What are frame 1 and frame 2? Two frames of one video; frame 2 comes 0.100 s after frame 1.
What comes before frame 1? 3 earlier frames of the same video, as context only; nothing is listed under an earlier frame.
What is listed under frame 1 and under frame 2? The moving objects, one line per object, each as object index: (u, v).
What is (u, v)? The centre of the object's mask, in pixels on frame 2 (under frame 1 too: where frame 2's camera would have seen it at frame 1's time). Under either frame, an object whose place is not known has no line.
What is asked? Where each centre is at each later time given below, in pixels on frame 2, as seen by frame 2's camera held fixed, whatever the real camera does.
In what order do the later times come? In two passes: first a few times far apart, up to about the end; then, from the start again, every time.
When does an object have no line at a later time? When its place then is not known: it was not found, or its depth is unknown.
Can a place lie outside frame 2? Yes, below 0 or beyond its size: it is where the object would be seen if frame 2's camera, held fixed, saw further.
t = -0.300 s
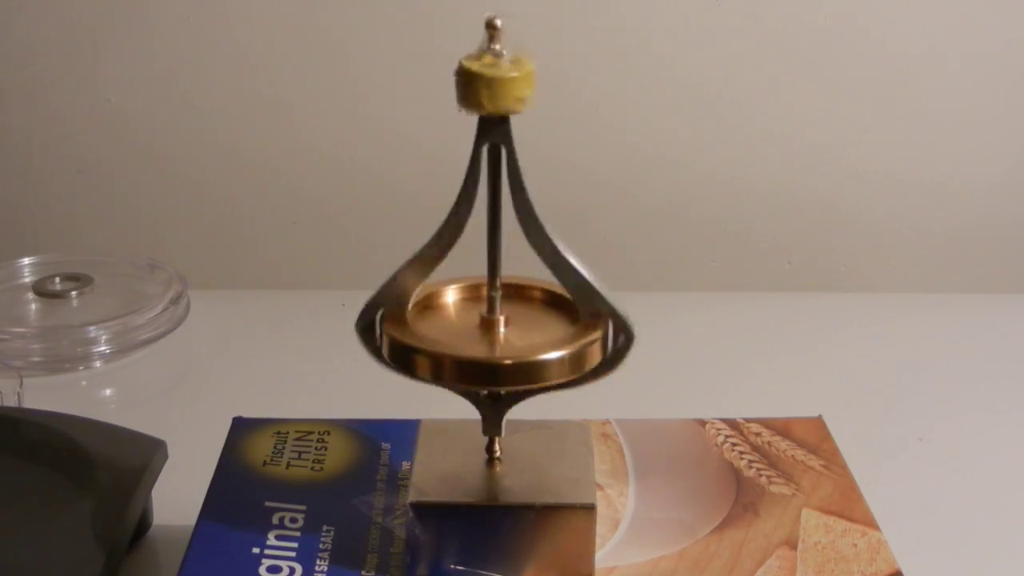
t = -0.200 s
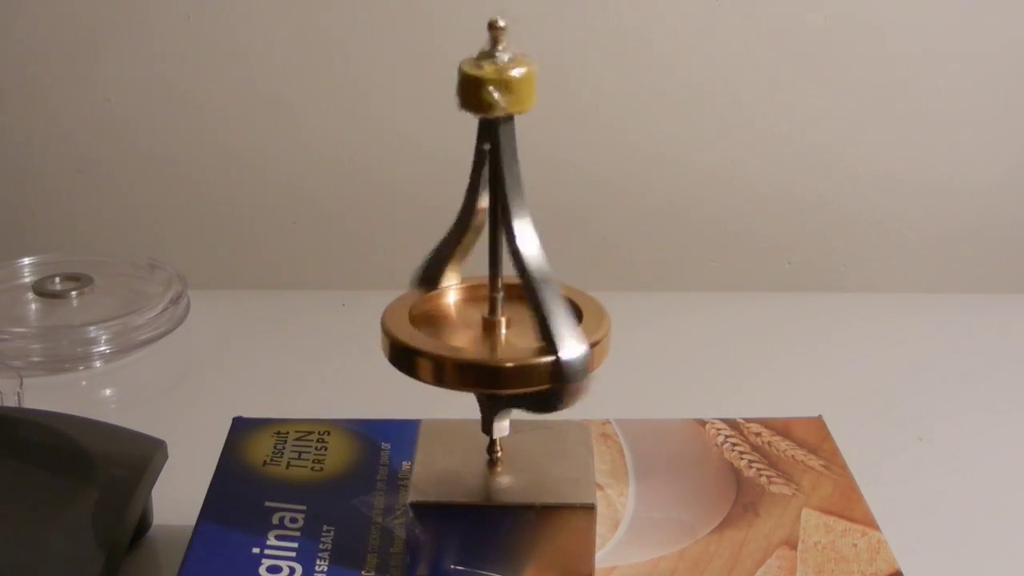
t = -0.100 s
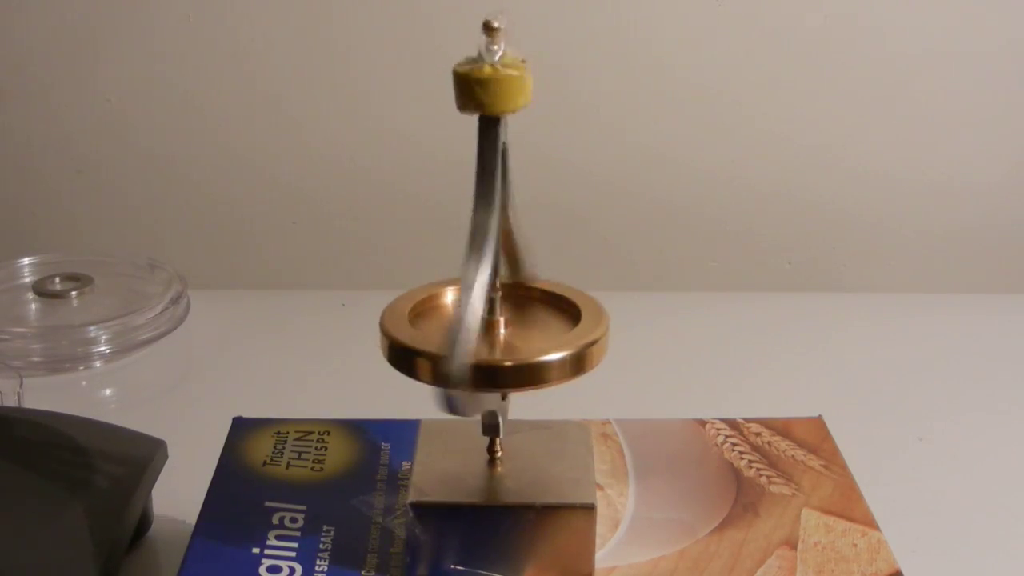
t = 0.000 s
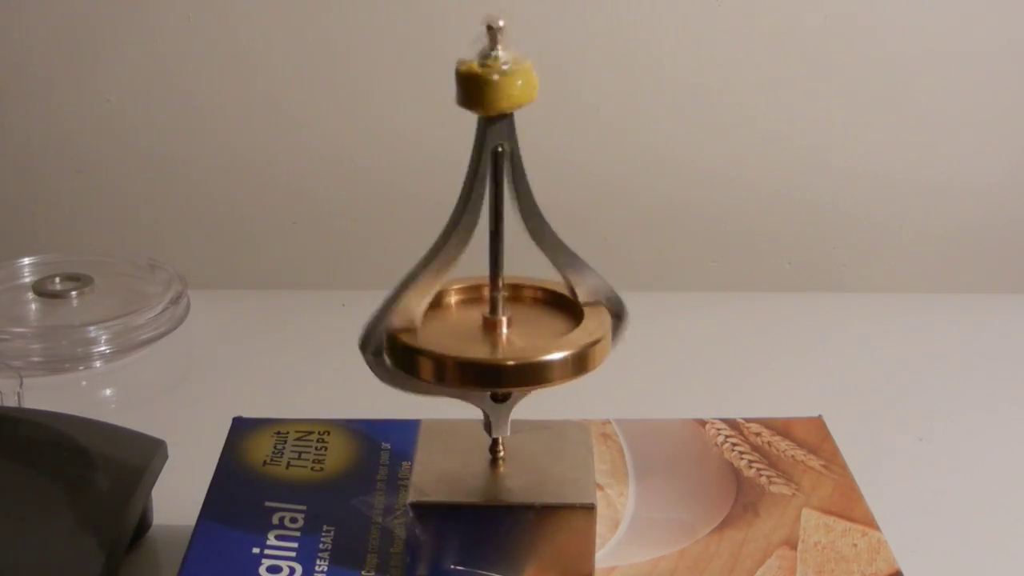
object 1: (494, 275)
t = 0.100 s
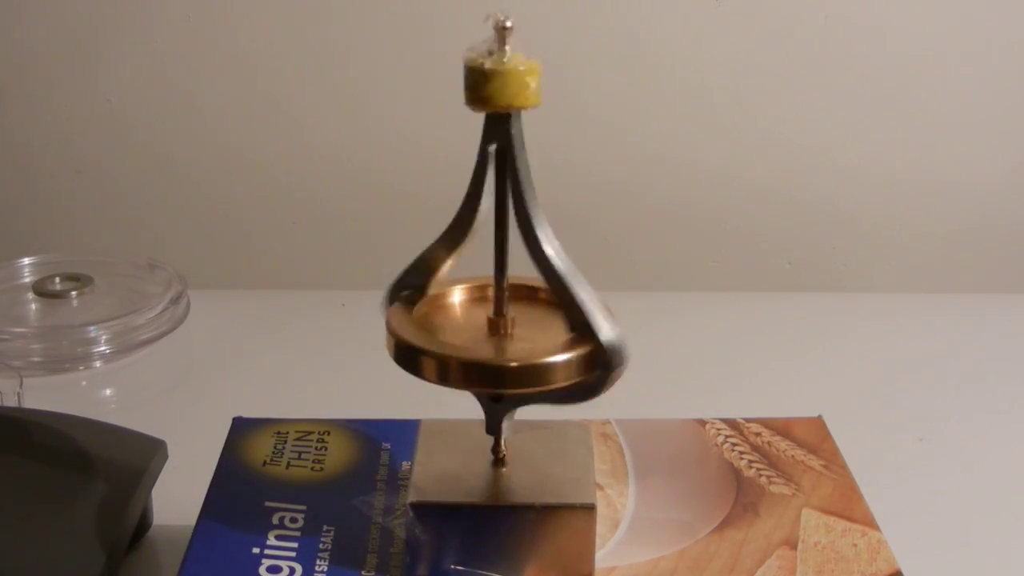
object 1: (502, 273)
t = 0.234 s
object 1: (499, 280)
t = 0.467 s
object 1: (504, 276)
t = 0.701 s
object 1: (505, 274)
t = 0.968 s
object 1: (503, 272)
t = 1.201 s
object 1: (500, 274)
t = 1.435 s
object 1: (496, 269)
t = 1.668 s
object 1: (490, 271)
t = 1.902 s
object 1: (488, 277)
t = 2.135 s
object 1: (491, 274)
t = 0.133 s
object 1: (501, 275)
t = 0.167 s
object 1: (500, 278)
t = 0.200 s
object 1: (500, 281)
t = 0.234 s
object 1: (499, 280)
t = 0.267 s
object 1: (500, 277)
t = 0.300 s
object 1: (501, 275)
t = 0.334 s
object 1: (502, 274)
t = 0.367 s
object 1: (504, 275)
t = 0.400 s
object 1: (506, 276)
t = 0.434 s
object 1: (506, 275)
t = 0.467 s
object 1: (504, 276)
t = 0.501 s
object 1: (503, 276)
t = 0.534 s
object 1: (503, 278)
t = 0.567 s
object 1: (503, 279)
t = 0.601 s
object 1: (503, 276)
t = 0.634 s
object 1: (503, 274)
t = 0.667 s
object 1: (504, 274)
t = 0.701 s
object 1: (505, 274)
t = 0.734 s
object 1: (506, 273)
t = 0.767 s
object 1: (505, 272)
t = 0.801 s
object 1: (504, 272)
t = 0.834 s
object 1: (504, 273)
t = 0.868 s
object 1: (505, 275)
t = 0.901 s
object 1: (504, 276)
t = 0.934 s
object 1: (504, 274)
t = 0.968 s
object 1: (503, 272)
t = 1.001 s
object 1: (501, 272)
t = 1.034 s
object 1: (502, 273)
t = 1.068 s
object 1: (503, 273)
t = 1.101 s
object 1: (502, 272)
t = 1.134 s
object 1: (499, 272)
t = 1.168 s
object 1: (499, 273)
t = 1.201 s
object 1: (500, 274)
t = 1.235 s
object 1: (499, 276)
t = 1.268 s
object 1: (498, 274)
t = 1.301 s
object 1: (497, 273)
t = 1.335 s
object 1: (495, 273)
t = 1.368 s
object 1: (495, 273)
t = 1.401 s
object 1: (497, 271)
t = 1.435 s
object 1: (496, 269)
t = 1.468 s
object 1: (497, 270)
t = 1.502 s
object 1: (497, 272)
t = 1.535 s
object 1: (496, 276)
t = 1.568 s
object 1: (495, 275)
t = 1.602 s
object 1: (495, 273)
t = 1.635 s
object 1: (492, 272)
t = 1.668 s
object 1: (490, 271)
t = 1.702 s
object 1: (491, 273)
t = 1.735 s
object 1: (492, 272)
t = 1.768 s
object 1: (491, 271)
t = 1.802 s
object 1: (492, 272)
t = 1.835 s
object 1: (492, 274)
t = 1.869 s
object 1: (490, 277)
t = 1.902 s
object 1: (488, 277)
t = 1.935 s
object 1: (487, 274)
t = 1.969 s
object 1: (486, 274)
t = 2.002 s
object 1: (487, 272)
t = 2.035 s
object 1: (491, 272)
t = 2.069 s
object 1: (492, 271)
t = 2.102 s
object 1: (492, 273)
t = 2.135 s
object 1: (491, 274)
